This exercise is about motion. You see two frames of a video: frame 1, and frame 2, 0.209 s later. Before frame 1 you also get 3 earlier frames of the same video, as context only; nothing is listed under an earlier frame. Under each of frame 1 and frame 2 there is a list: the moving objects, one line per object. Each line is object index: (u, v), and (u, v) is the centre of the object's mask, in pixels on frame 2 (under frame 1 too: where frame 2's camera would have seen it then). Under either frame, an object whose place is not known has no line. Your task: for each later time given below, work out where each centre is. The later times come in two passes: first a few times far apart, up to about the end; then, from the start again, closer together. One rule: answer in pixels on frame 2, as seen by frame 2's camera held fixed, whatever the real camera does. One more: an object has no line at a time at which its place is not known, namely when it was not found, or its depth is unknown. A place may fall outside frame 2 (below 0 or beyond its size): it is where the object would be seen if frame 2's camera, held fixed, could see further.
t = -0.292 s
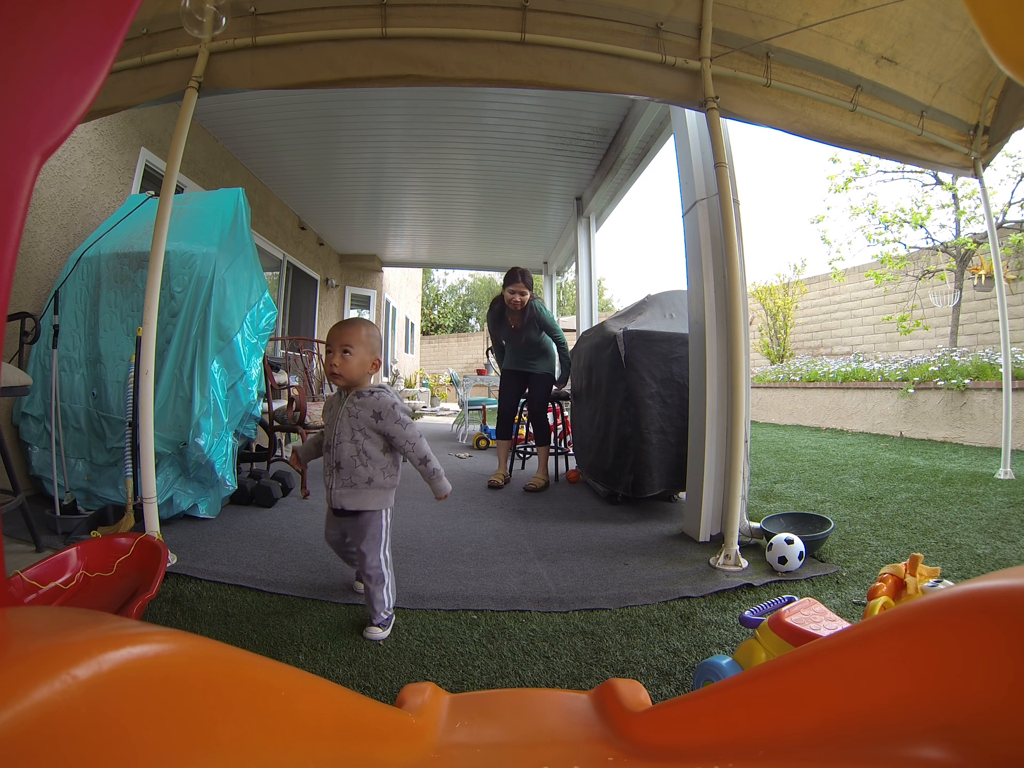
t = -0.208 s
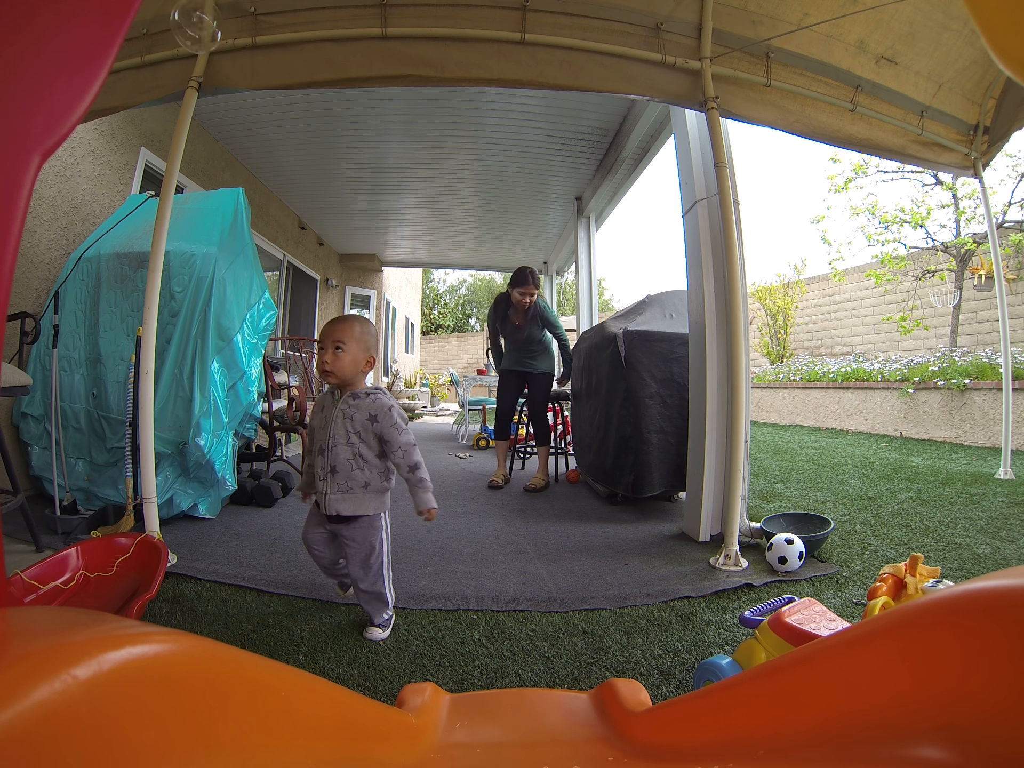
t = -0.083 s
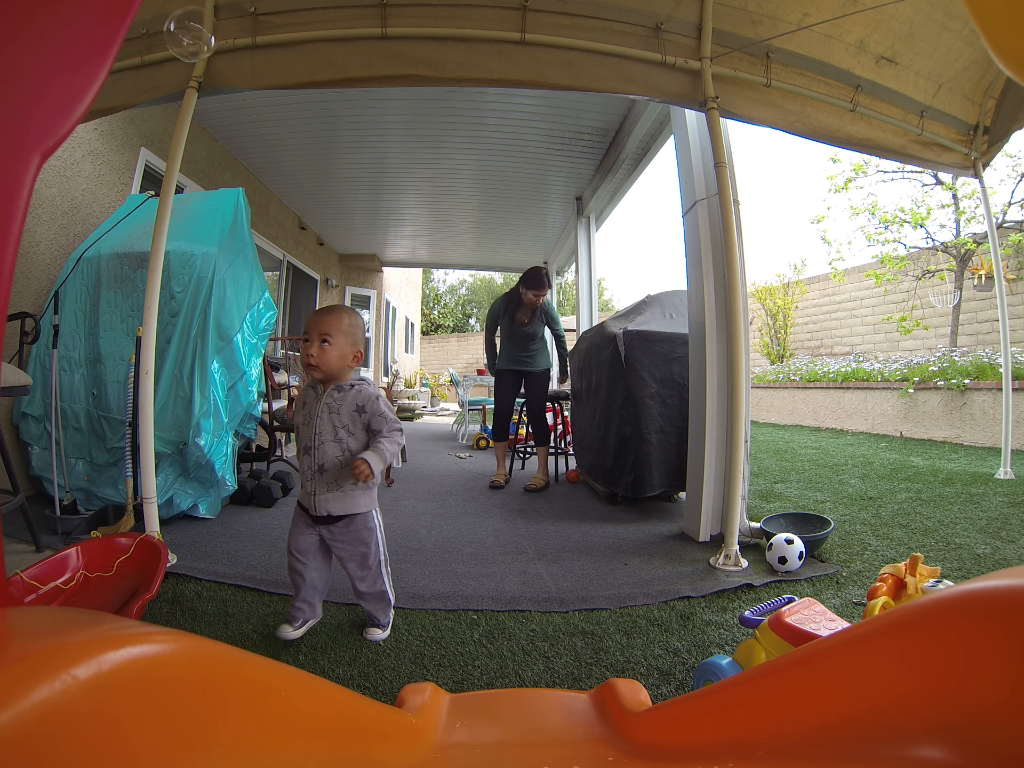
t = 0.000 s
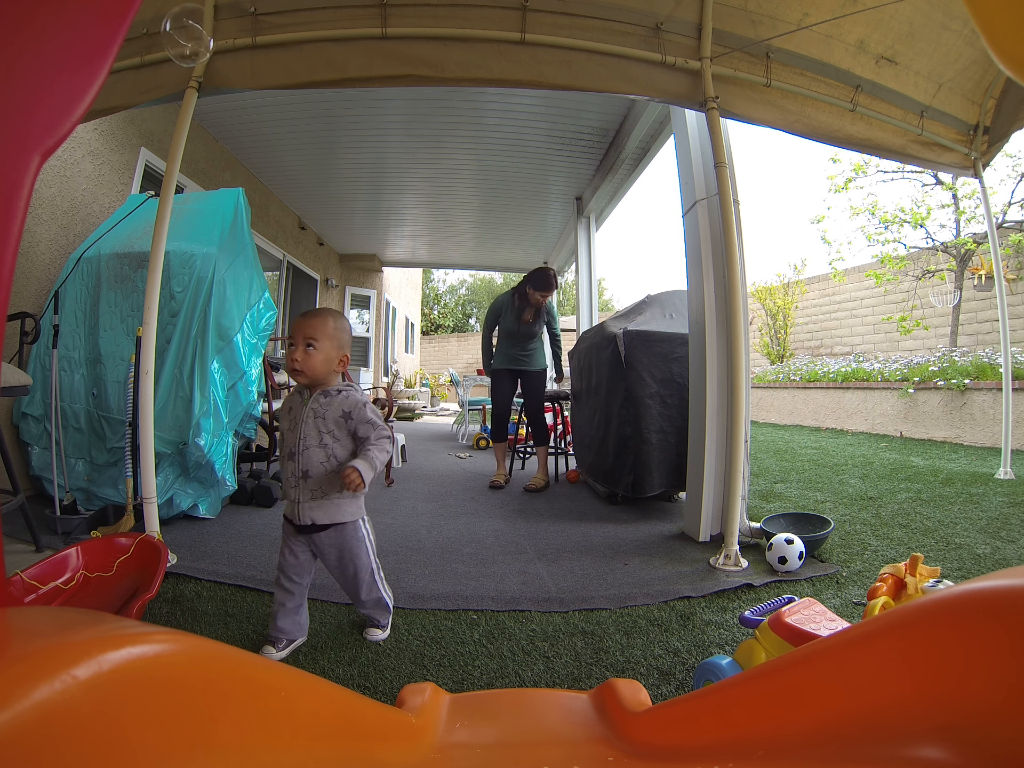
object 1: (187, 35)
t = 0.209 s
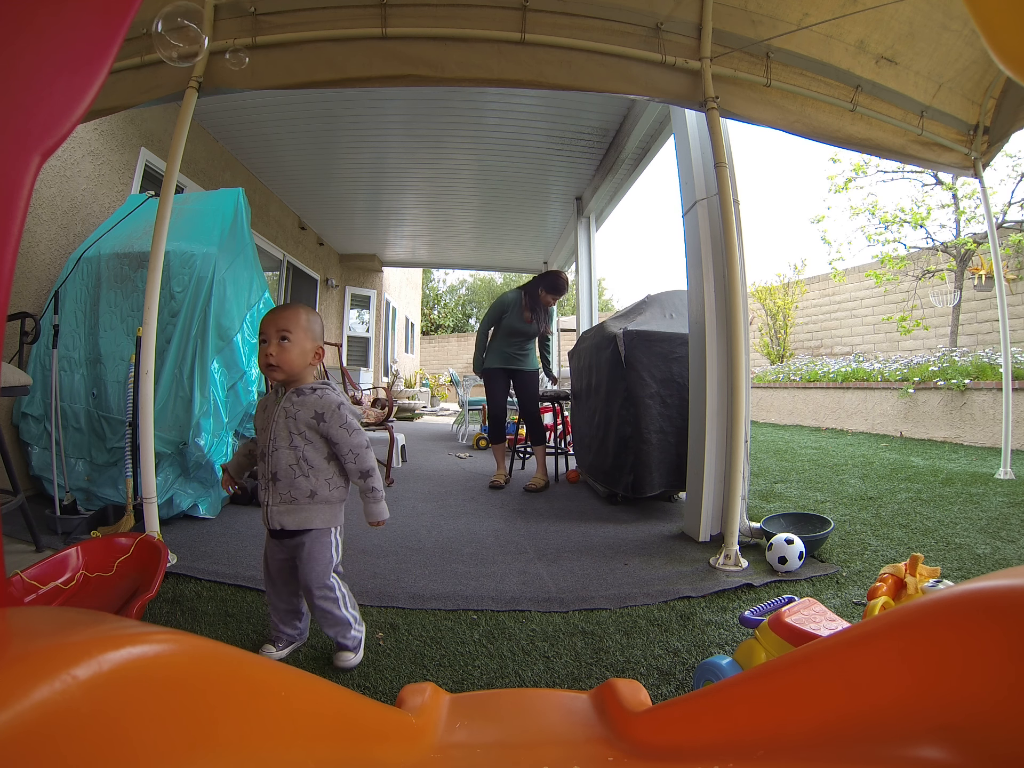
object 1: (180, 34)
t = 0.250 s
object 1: (180, 36)
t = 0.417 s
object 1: (176, 52)
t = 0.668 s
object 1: (169, 90)
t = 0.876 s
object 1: (187, 94)
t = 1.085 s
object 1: (221, 84)
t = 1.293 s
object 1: (241, 77)
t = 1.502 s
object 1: (254, 61)
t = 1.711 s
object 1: (265, 30)
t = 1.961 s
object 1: (294, 13)
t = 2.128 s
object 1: (314, 10)
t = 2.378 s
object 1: (344, 17)
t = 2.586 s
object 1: (345, 35)
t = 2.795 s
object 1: (323, 61)
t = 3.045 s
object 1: (293, 100)
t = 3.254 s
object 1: (276, 139)
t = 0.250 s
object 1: (180, 36)
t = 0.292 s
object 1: (179, 38)
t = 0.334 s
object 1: (178, 42)
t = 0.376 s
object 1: (177, 46)
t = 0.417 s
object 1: (176, 52)
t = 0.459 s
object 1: (175, 59)
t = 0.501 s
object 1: (172, 66)
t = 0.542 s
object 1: (170, 74)
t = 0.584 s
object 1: (170, 80)
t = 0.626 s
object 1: (169, 86)
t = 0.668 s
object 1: (169, 90)
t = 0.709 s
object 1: (170, 94)
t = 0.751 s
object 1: (172, 96)
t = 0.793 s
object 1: (178, 98)
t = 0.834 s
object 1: (184, 99)
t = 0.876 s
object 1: (187, 94)
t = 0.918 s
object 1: (198, 94)
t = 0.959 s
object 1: (204, 91)
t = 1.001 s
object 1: (210, 89)
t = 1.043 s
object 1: (216, 86)
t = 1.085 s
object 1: (221, 84)
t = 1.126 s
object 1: (226, 81)
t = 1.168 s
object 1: (229, 85)
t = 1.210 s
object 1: (233, 81)
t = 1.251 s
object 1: (237, 79)
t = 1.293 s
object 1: (241, 77)
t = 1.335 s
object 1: (245, 75)
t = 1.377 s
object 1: (248, 73)
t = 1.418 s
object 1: (250, 69)
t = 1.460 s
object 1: (253, 66)
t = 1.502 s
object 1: (254, 61)
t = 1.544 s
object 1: (255, 57)
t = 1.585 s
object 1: (257, 49)
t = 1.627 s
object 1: (261, 38)
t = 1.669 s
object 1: (261, 36)
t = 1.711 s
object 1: (265, 30)
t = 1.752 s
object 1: (269, 25)
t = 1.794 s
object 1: (273, 22)
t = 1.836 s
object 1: (278, 19)
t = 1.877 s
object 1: (283, 16)
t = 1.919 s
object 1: (287, 14)
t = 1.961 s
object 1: (294, 13)
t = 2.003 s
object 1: (298, 11)
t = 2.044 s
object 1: (302, 11)
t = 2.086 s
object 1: (308, 10)
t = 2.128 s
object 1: (314, 10)
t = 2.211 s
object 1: (325, 11)
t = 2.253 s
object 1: (332, 12)
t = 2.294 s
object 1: (336, 13)
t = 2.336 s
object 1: (340, 15)
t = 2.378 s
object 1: (344, 17)
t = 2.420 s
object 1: (346, 19)
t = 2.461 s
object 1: (347, 22)
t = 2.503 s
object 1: (347, 25)
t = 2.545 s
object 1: (347, 29)
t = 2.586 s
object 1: (345, 35)
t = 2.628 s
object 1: (342, 39)
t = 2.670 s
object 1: (339, 45)
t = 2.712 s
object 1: (335, 51)
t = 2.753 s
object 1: (330, 56)
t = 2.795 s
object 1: (323, 61)
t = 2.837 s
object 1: (318, 67)
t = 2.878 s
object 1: (312, 74)
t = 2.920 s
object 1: (307, 80)
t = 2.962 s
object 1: (302, 87)
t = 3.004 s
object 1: (297, 92)
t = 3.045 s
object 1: (293, 100)
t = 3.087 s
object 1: (288, 107)
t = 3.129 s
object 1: (285, 114)
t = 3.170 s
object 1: (281, 122)
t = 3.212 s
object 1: (278, 131)
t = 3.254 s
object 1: (276, 139)
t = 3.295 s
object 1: (274, 148)
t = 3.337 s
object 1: (273, 158)
